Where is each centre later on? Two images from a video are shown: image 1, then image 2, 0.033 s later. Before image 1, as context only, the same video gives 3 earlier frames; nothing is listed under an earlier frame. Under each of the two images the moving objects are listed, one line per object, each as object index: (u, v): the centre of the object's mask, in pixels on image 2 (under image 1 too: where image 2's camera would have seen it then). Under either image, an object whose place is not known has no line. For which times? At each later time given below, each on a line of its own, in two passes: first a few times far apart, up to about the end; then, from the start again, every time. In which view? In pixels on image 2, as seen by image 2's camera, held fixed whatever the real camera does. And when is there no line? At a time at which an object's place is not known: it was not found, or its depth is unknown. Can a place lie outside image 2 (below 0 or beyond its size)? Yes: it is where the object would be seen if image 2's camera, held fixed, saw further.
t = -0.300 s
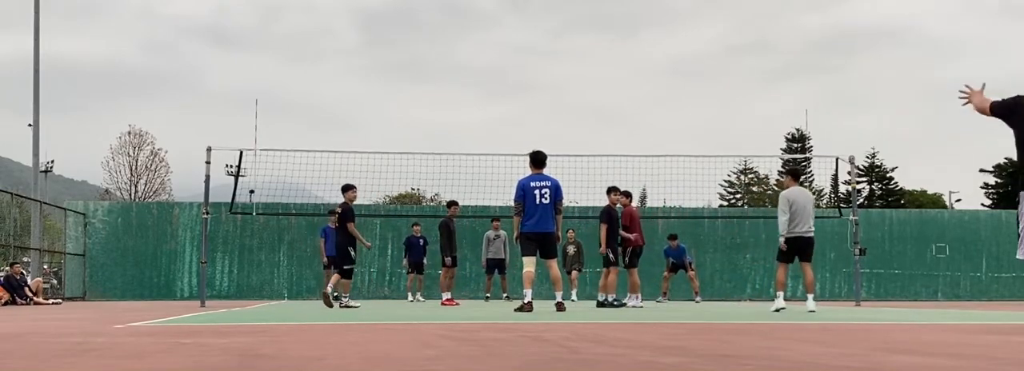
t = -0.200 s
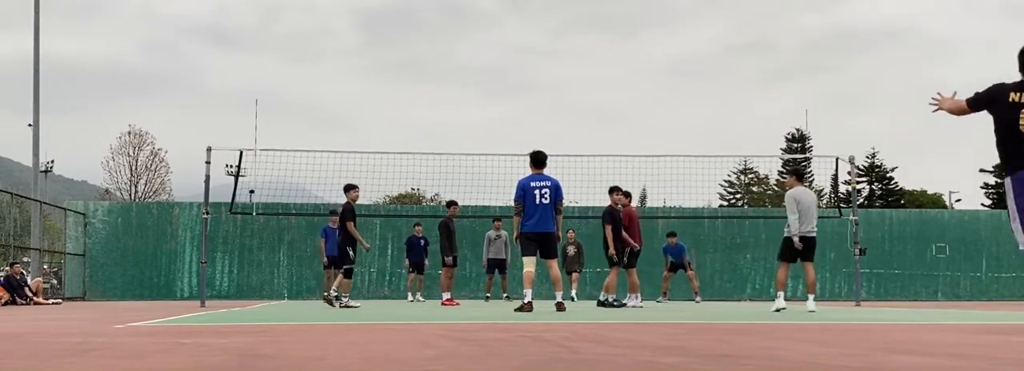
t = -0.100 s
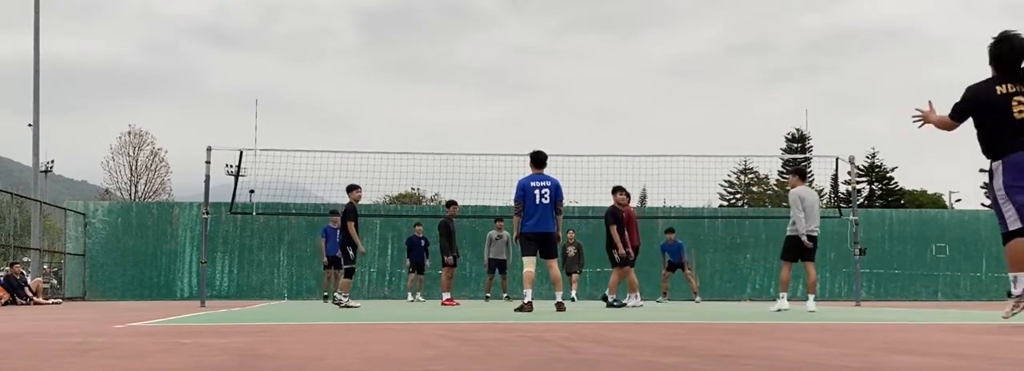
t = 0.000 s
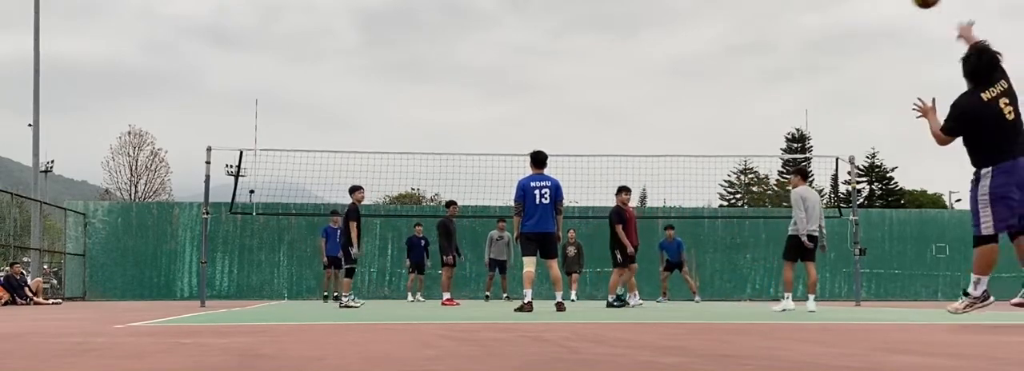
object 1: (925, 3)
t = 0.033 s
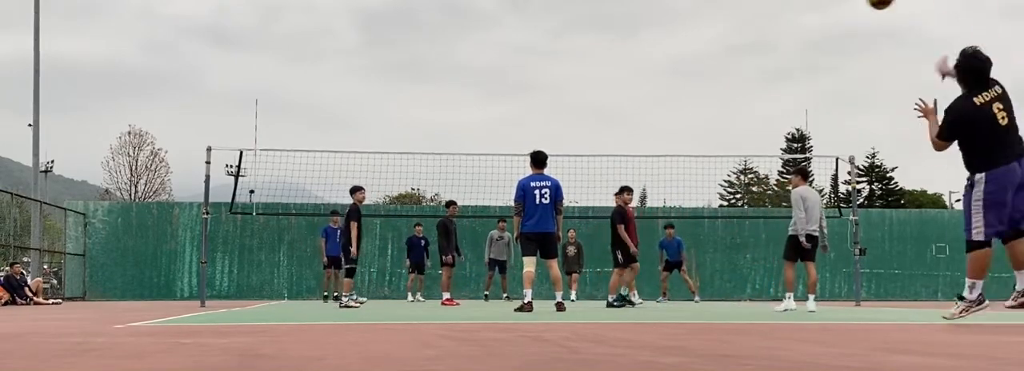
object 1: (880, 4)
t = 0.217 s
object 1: (705, 25)
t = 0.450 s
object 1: (581, 87)
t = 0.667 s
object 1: (511, 149)
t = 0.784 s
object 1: (487, 186)
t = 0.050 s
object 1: (859, 4)
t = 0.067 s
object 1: (839, 5)
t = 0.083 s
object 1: (821, 6)
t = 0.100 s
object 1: (804, 6)
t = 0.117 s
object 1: (787, 8)
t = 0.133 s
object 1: (772, 9)
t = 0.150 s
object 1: (757, 11)
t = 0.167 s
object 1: (743, 14)
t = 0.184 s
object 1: (730, 18)
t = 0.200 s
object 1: (717, 21)
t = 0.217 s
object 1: (705, 25)
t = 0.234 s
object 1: (693, 29)
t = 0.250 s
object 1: (682, 33)
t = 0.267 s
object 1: (672, 37)
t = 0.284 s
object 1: (662, 41)
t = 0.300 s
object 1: (652, 45)
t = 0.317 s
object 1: (643, 49)
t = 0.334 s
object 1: (634, 54)
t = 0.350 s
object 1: (626, 58)
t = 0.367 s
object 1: (617, 63)
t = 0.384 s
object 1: (610, 68)
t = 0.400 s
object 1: (602, 73)
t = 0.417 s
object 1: (595, 77)
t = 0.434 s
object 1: (588, 82)
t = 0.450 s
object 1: (581, 87)
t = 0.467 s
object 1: (574, 91)
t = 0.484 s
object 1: (568, 96)
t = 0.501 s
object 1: (562, 101)
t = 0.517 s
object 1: (556, 106)
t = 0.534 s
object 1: (550, 111)
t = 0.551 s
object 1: (545, 116)
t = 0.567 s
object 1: (539, 121)
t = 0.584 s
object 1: (534, 126)
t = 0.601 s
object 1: (529, 131)
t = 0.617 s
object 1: (525, 135)
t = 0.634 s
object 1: (520, 140)
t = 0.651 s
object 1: (516, 145)
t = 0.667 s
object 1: (511, 149)
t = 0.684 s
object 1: (508, 156)
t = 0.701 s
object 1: (504, 161)
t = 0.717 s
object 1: (500, 166)
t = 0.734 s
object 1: (496, 171)
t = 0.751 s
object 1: (493, 176)
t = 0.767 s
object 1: (490, 182)
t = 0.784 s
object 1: (487, 186)
